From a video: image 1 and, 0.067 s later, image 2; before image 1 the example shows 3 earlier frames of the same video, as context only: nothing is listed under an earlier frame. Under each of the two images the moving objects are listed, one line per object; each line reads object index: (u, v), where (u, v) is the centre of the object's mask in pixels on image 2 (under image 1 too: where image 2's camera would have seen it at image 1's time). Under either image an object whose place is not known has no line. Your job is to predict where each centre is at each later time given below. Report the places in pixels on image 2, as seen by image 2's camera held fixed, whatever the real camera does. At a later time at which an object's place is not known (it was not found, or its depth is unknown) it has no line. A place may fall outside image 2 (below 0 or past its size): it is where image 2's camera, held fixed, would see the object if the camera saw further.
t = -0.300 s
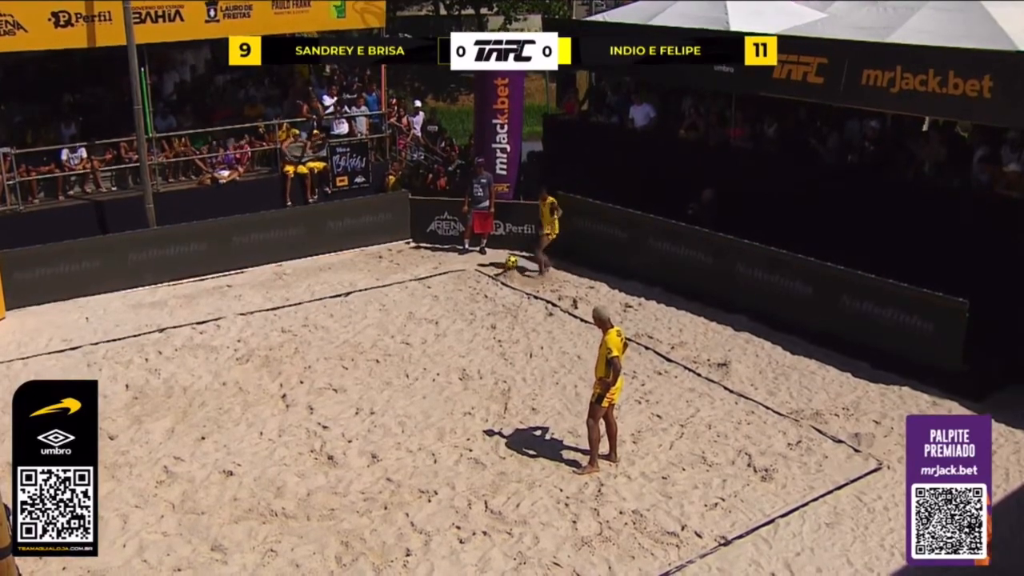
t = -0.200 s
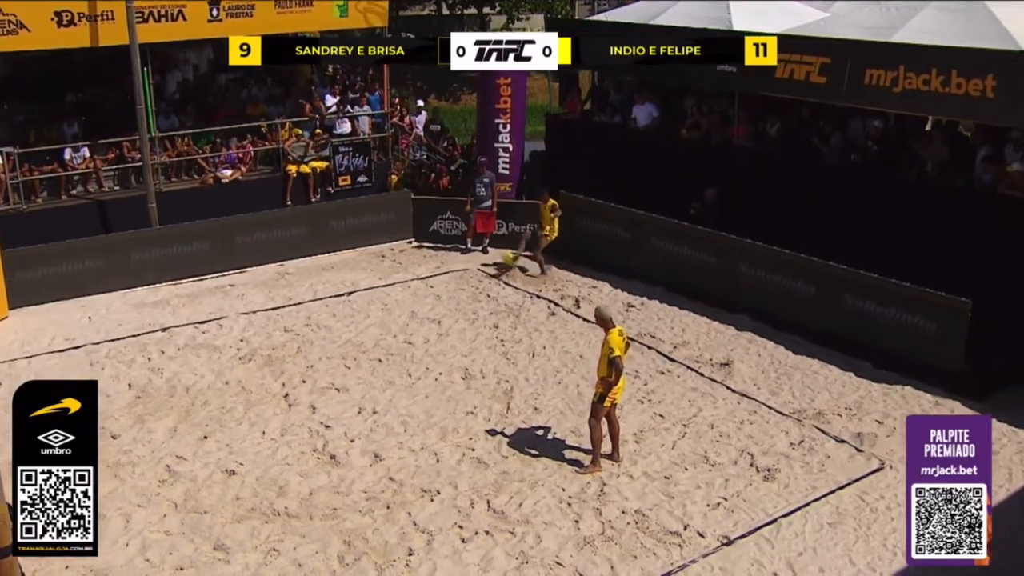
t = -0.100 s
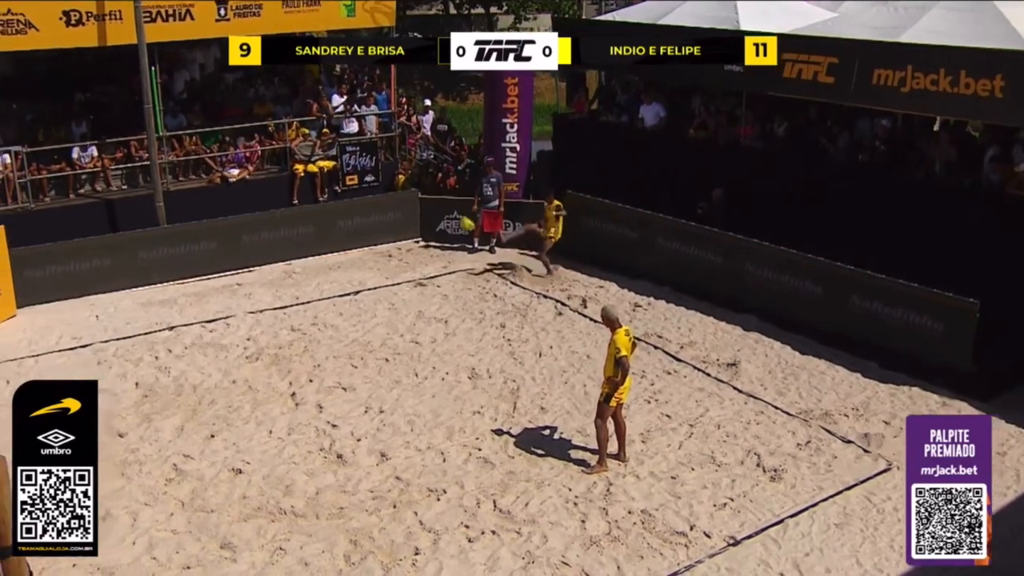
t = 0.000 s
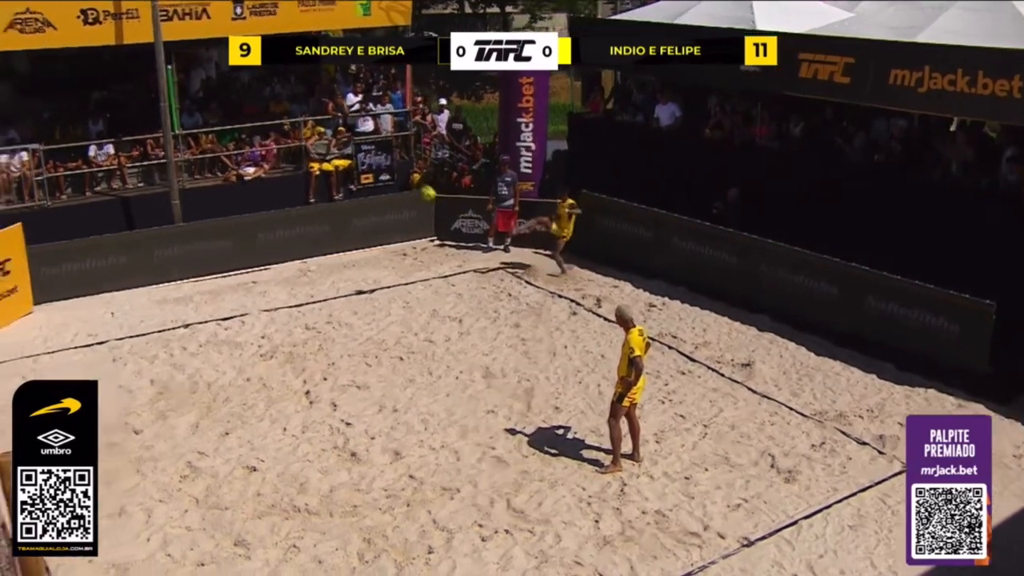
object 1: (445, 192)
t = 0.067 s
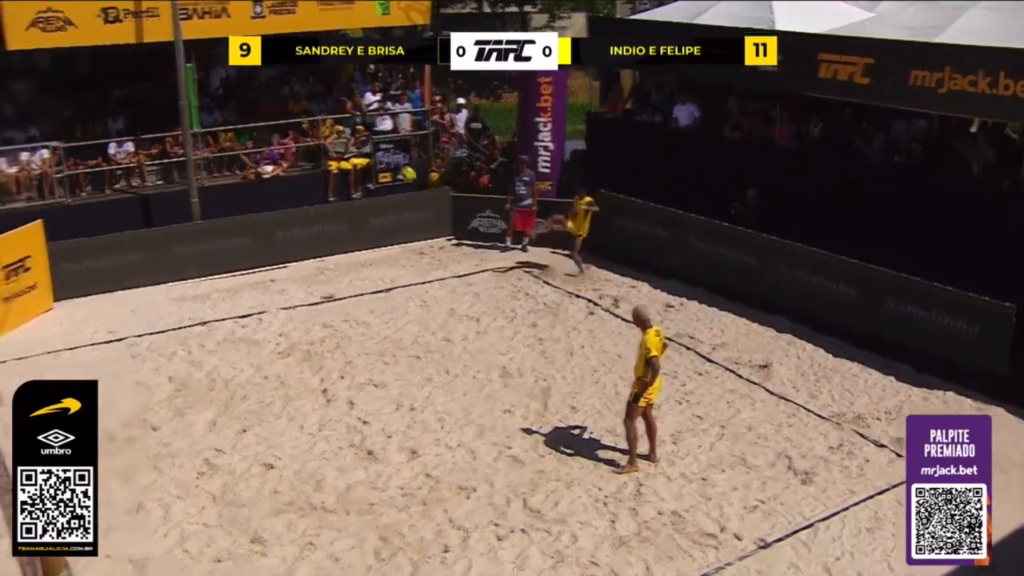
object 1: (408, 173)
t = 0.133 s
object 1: (370, 157)
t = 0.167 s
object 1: (349, 150)
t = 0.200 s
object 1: (328, 143)
